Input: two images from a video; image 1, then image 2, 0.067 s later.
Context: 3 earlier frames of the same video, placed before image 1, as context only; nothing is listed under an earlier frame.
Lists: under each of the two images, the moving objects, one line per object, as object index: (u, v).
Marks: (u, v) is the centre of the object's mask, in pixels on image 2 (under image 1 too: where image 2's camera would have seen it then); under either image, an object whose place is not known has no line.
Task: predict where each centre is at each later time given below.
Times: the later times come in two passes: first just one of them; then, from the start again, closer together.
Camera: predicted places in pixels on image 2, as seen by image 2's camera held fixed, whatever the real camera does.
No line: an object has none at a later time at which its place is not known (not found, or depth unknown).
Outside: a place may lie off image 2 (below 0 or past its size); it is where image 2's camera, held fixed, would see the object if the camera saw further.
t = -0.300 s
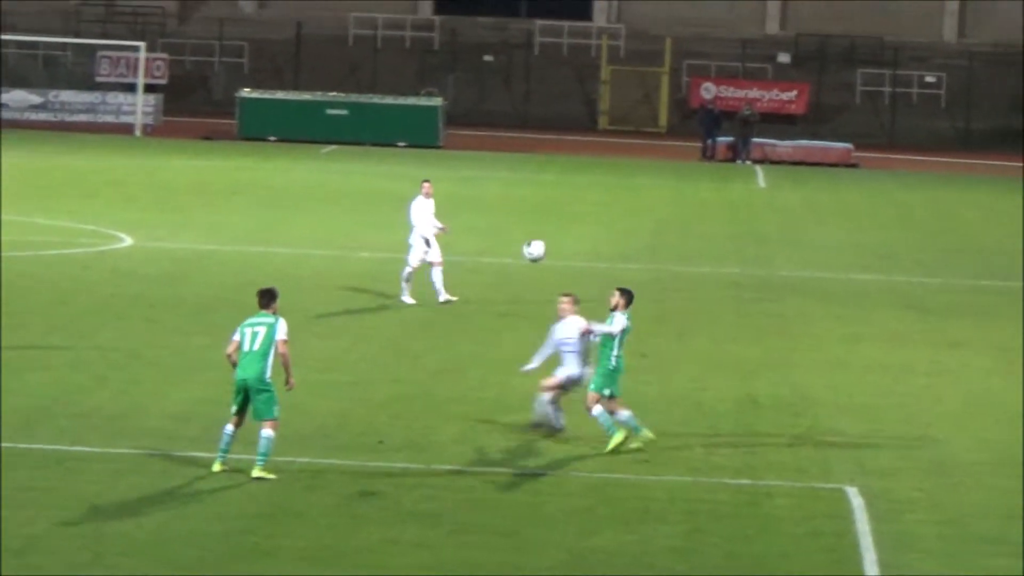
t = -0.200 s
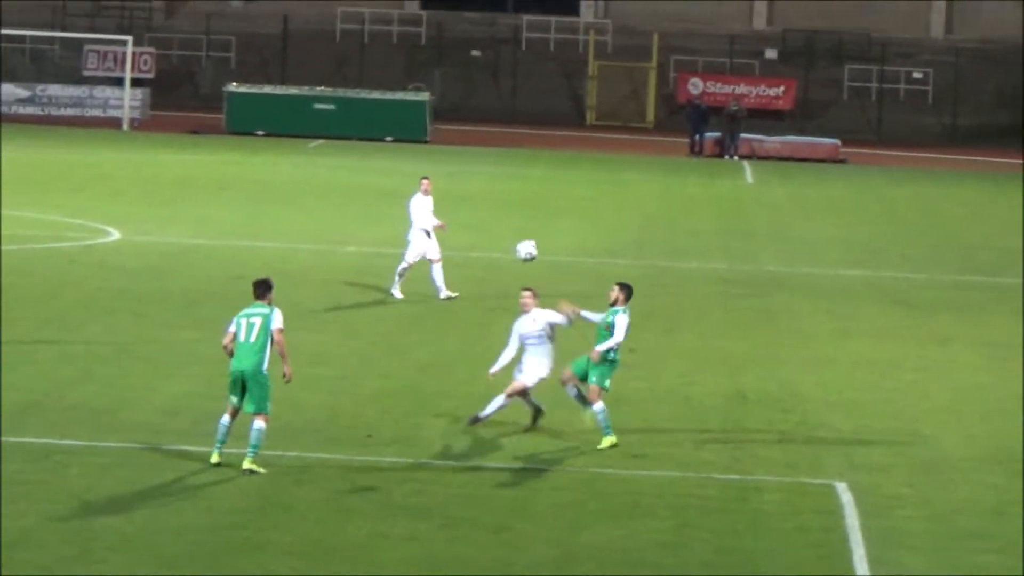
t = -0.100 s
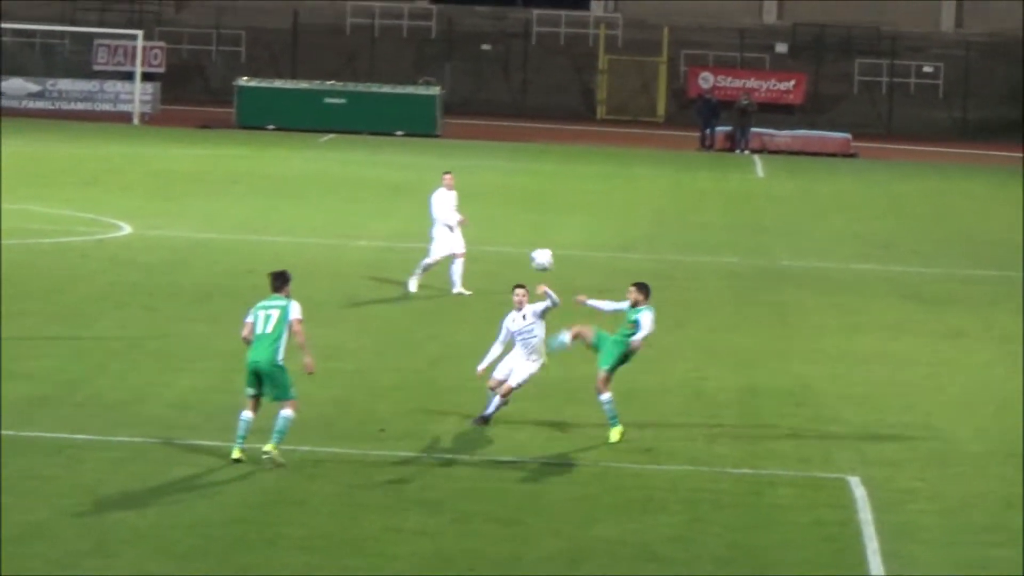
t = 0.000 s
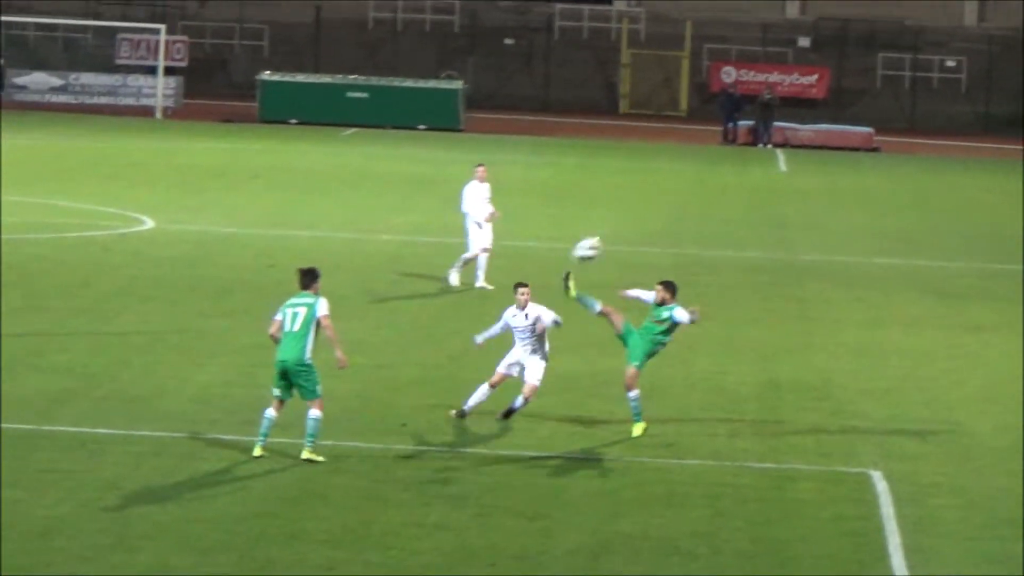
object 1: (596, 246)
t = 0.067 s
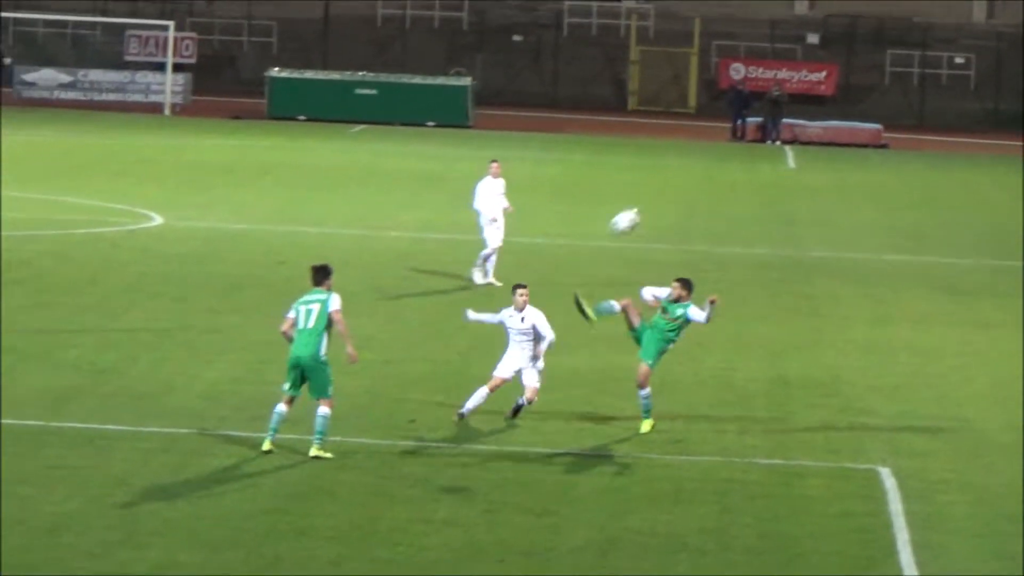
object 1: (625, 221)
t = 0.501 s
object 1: (837, 154)
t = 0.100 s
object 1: (645, 207)
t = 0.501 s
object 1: (837, 154)
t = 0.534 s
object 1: (858, 157)
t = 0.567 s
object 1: (866, 159)
